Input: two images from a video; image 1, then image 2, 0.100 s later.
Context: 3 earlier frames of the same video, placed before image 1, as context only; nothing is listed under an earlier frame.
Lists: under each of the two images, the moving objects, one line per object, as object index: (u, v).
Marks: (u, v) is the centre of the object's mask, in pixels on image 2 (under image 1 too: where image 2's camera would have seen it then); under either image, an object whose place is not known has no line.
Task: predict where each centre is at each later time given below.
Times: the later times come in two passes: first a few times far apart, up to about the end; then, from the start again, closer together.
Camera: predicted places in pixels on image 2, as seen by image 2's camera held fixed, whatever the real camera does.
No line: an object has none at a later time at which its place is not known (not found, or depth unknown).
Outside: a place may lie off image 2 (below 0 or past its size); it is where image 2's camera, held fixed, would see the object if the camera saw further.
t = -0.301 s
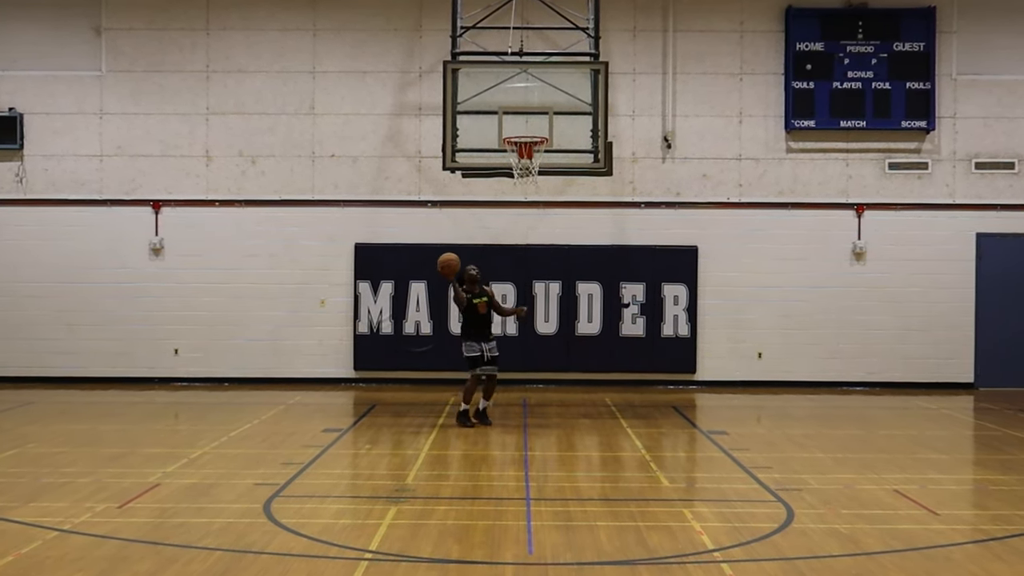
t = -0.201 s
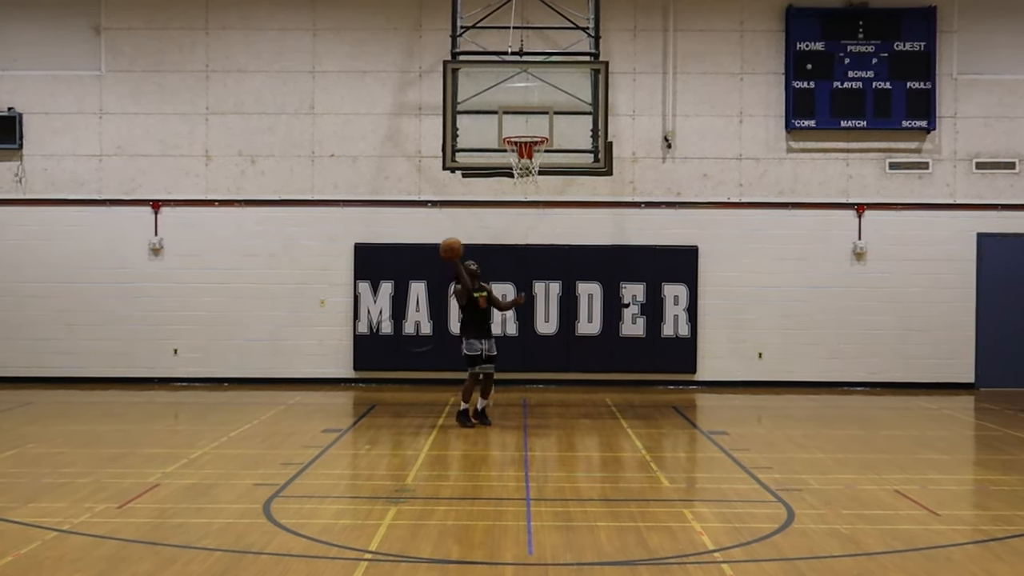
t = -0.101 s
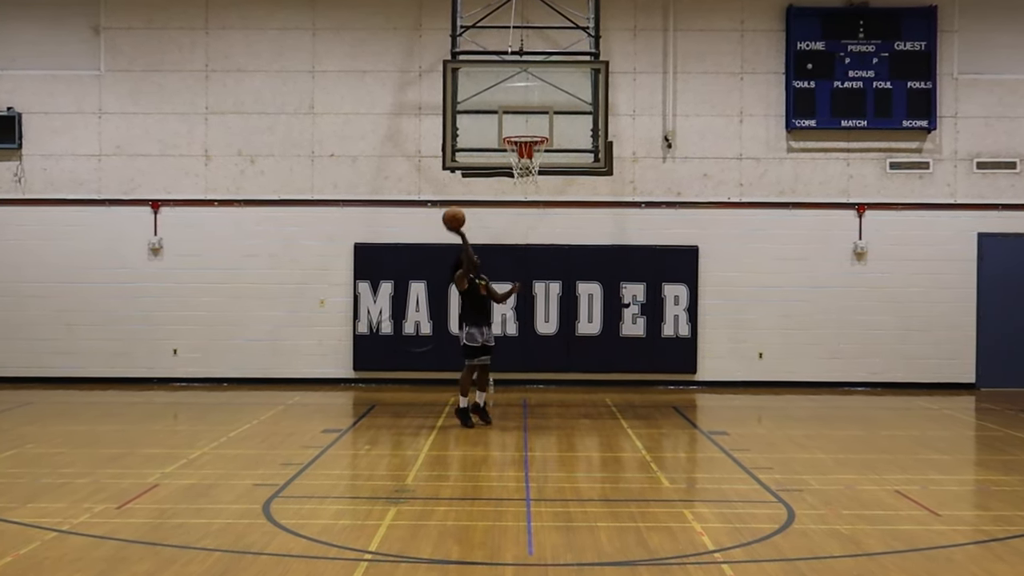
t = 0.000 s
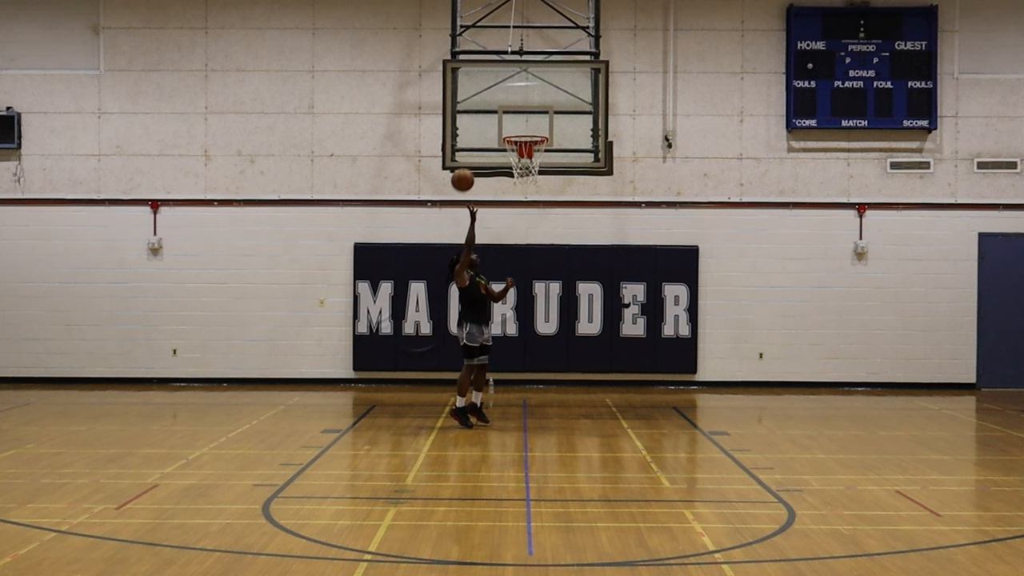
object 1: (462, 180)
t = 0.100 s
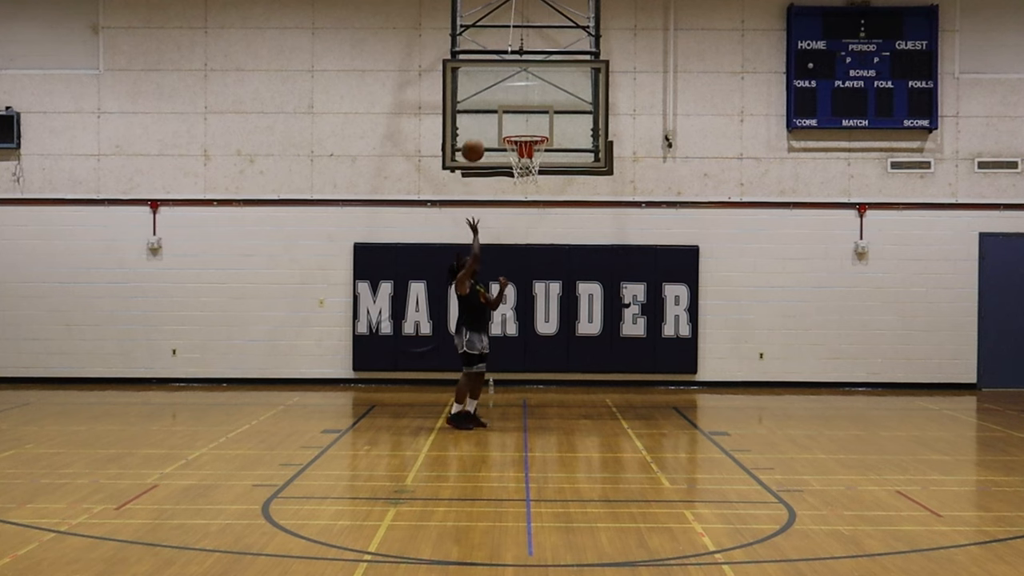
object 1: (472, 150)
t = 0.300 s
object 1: (492, 120)
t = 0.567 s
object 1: (517, 131)
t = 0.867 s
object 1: (542, 179)
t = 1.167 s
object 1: (556, 271)
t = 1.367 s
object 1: (565, 381)
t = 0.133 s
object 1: (476, 143)
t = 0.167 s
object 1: (479, 136)
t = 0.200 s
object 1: (482, 130)
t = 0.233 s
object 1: (486, 126)
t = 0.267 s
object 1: (489, 123)
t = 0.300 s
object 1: (492, 120)
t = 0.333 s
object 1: (495, 119)
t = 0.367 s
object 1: (498, 118)
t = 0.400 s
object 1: (501, 119)
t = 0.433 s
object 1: (504, 121)
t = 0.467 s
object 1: (507, 124)
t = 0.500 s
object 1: (510, 126)
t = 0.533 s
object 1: (514, 129)
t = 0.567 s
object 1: (517, 131)
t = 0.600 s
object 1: (520, 131)
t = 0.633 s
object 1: (525, 134)
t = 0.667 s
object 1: (528, 147)
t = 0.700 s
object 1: (531, 151)
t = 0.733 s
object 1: (534, 158)
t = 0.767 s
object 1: (539, 165)
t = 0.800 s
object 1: (539, 168)
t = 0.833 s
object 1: (540, 176)
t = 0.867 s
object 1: (542, 179)
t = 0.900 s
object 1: (544, 184)
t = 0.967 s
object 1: (547, 200)
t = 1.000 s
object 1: (548, 209)
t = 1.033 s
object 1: (550, 220)
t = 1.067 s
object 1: (551, 231)
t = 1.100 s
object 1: (553, 244)
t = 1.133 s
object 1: (555, 258)
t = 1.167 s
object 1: (556, 271)
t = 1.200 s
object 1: (558, 288)
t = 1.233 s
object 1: (559, 304)
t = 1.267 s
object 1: (561, 322)
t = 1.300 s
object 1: (562, 341)
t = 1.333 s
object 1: (563, 360)
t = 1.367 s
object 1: (565, 381)
